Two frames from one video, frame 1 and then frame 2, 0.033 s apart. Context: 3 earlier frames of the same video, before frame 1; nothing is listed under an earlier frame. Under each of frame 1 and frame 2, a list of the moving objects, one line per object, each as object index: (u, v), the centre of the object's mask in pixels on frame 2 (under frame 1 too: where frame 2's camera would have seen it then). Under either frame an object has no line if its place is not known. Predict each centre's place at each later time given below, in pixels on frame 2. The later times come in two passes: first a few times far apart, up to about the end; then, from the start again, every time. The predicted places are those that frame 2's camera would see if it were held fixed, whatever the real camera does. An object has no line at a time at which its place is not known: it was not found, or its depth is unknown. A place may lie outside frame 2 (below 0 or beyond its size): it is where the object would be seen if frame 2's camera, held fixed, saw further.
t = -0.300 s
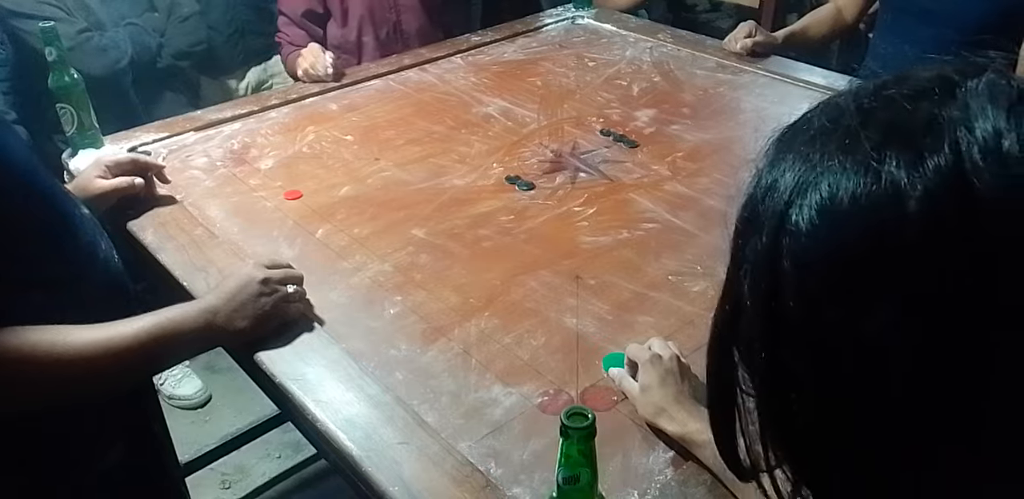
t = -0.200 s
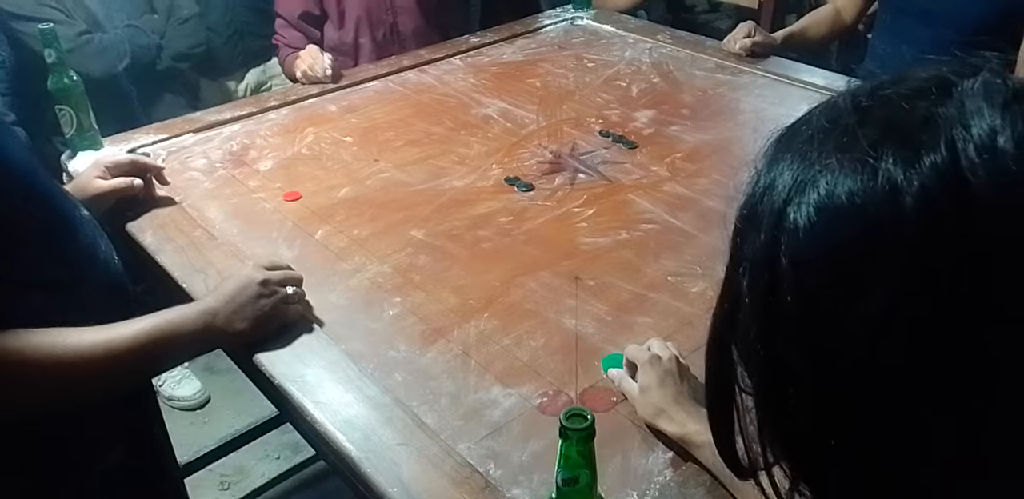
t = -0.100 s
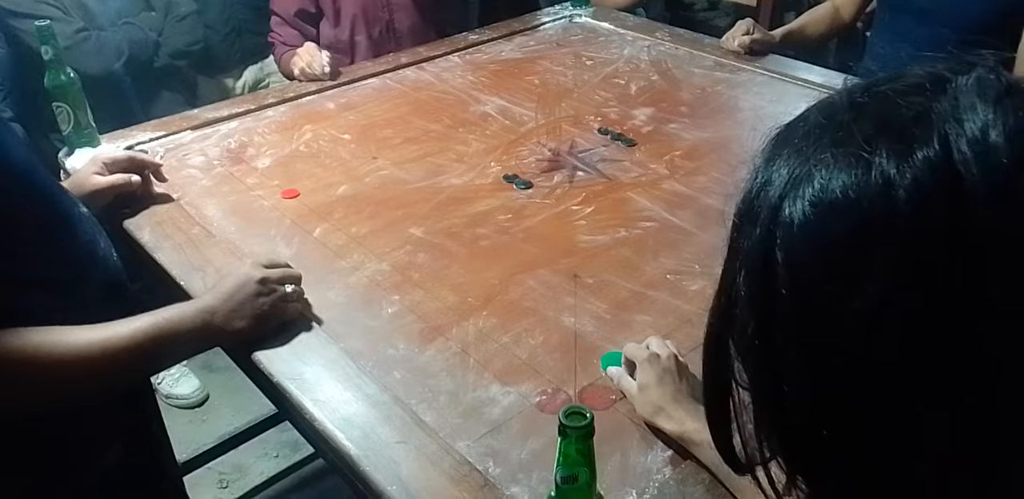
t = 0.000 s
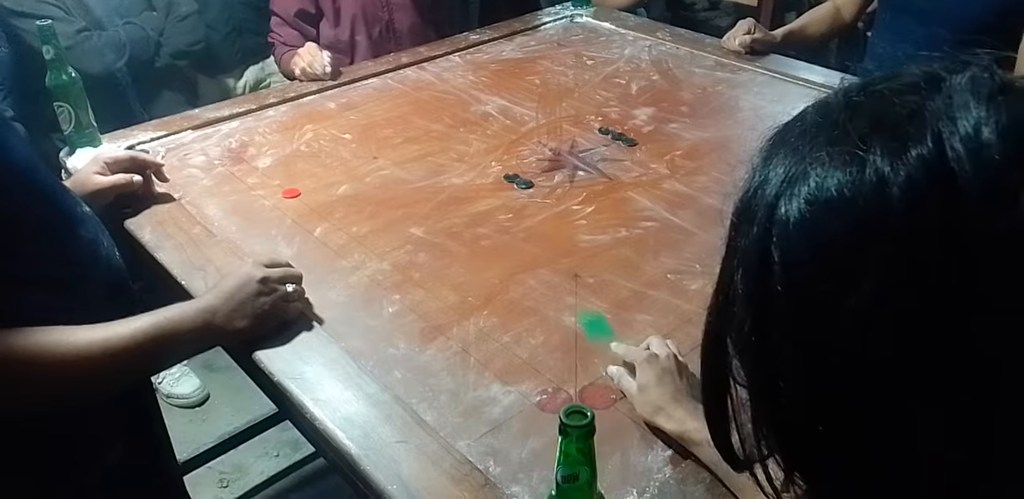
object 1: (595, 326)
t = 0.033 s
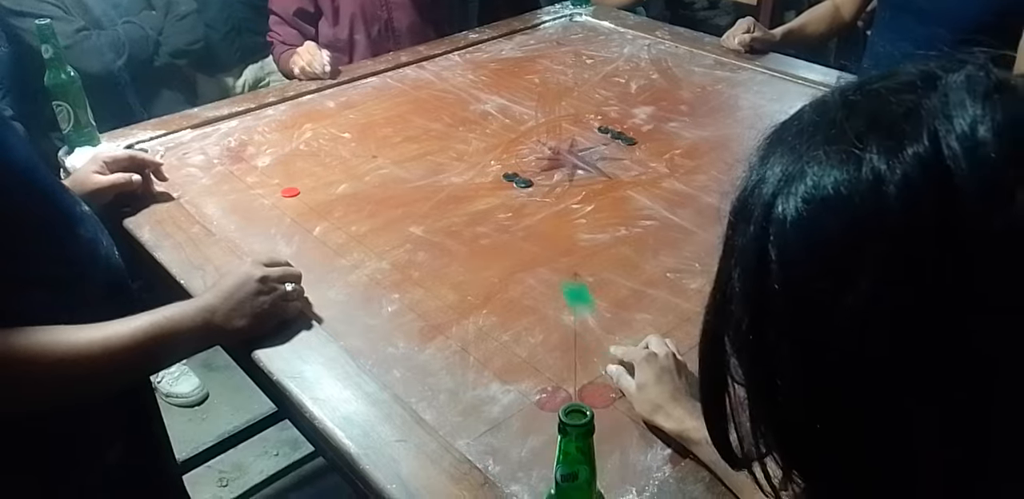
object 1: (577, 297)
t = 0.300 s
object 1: (475, 174)
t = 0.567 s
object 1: (416, 149)
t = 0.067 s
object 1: (562, 271)
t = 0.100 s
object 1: (548, 247)
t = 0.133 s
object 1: (535, 227)
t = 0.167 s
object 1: (525, 207)
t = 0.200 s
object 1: (513, 192)
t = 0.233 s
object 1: (499, 186)
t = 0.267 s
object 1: (487, 180)
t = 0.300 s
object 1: (475, 174)
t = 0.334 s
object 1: (465, 170)
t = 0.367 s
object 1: (455, 167)
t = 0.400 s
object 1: (447, 163)
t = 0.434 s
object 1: (439, 159)
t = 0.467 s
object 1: (432, 156)
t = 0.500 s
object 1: (426, 154)
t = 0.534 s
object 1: (421, 151)
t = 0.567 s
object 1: (416, 149)
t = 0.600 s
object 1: (412, 147)
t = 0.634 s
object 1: (409, 146)
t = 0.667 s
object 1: (406, 145)
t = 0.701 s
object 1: (404, 144)
